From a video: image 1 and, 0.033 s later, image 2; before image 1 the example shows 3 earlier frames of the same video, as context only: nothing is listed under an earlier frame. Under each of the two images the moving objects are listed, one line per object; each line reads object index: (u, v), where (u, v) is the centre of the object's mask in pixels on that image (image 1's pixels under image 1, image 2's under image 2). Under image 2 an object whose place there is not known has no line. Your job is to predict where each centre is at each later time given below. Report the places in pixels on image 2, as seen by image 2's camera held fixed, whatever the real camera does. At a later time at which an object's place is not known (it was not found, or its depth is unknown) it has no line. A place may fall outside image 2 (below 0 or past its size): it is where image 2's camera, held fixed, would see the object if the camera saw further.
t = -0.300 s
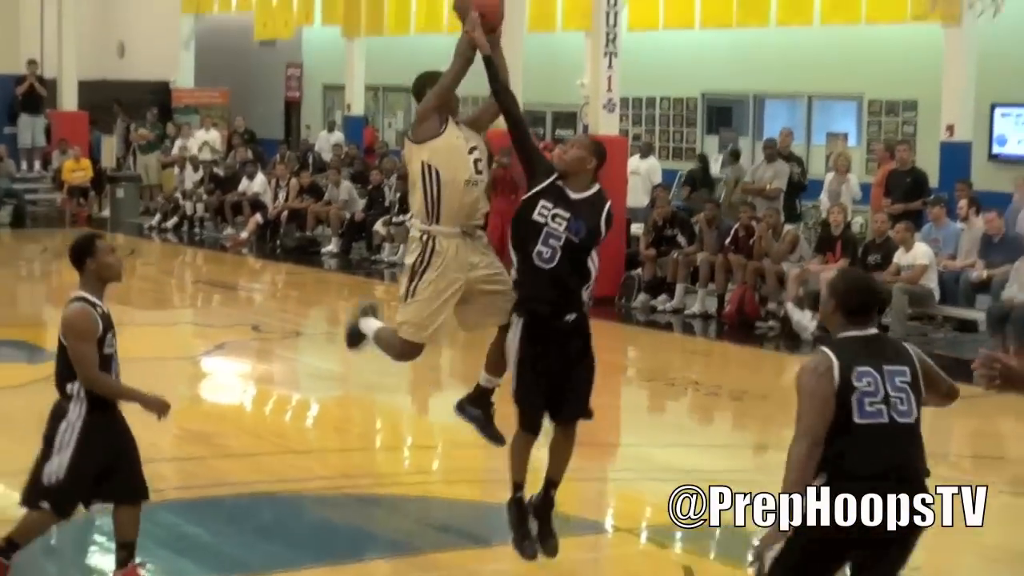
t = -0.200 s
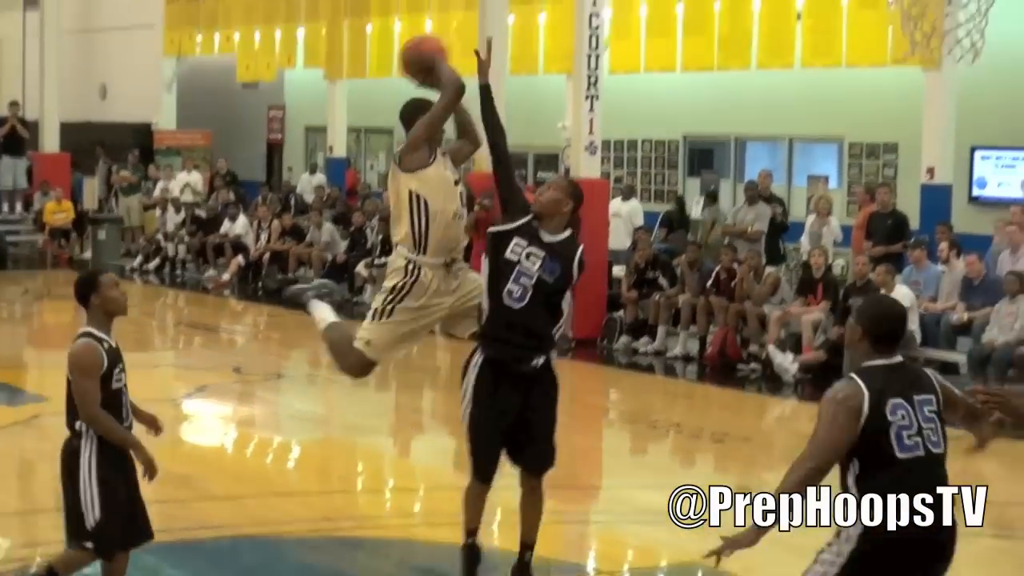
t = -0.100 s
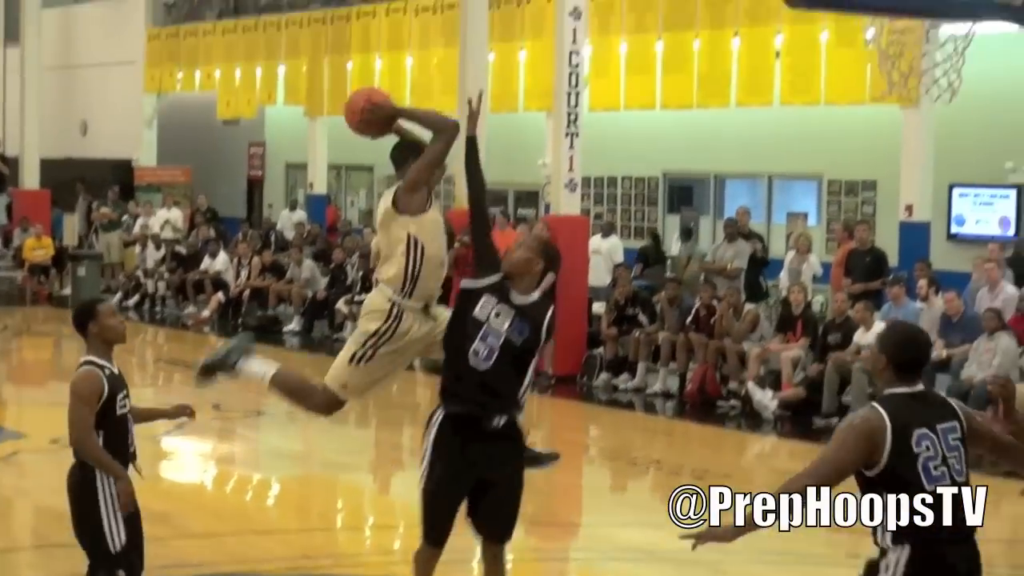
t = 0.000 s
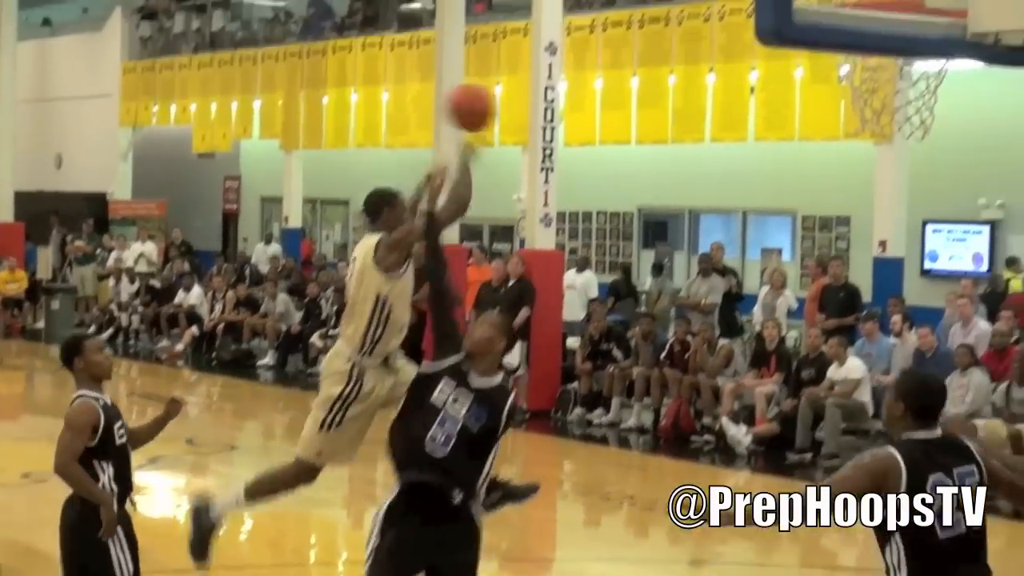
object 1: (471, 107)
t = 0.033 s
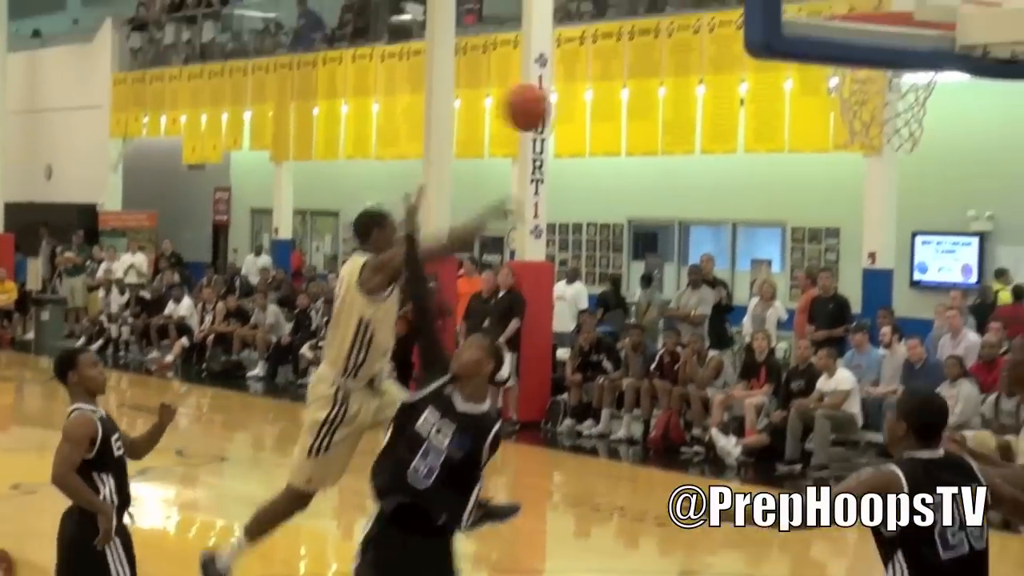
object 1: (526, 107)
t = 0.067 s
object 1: (591, 99)
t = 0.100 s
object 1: (653, 92)
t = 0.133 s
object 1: (716, 88)
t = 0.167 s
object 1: (772, 87)
